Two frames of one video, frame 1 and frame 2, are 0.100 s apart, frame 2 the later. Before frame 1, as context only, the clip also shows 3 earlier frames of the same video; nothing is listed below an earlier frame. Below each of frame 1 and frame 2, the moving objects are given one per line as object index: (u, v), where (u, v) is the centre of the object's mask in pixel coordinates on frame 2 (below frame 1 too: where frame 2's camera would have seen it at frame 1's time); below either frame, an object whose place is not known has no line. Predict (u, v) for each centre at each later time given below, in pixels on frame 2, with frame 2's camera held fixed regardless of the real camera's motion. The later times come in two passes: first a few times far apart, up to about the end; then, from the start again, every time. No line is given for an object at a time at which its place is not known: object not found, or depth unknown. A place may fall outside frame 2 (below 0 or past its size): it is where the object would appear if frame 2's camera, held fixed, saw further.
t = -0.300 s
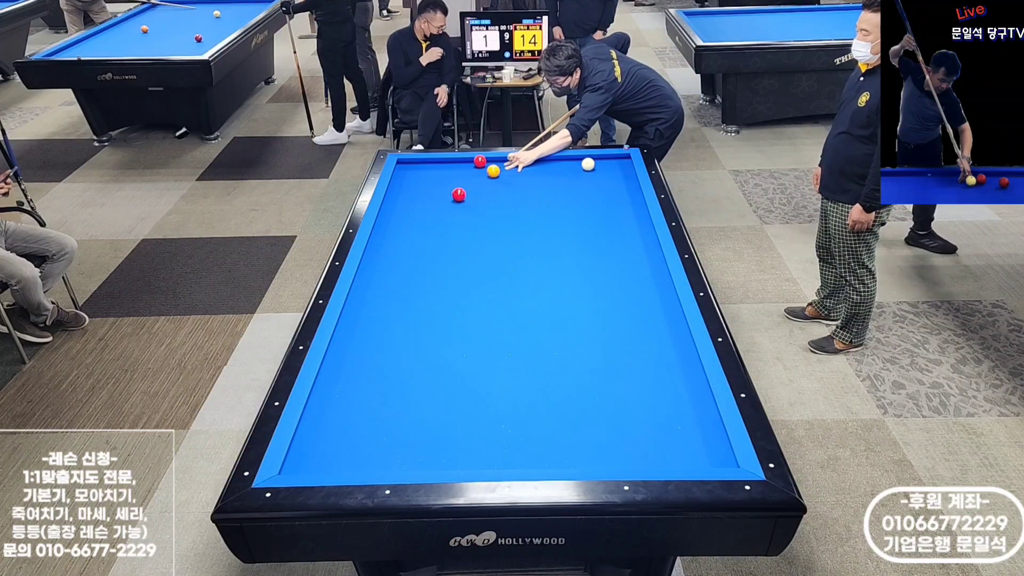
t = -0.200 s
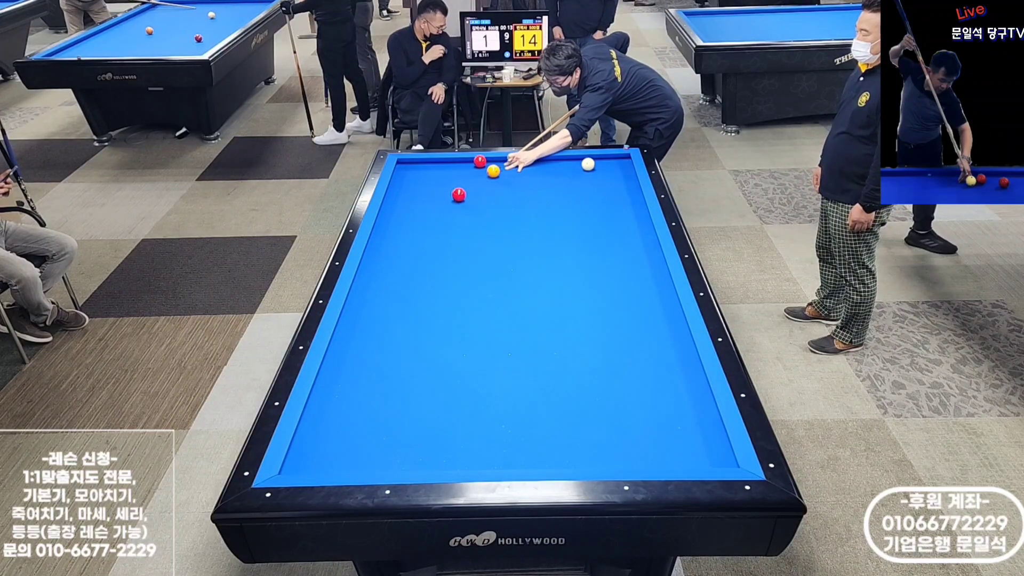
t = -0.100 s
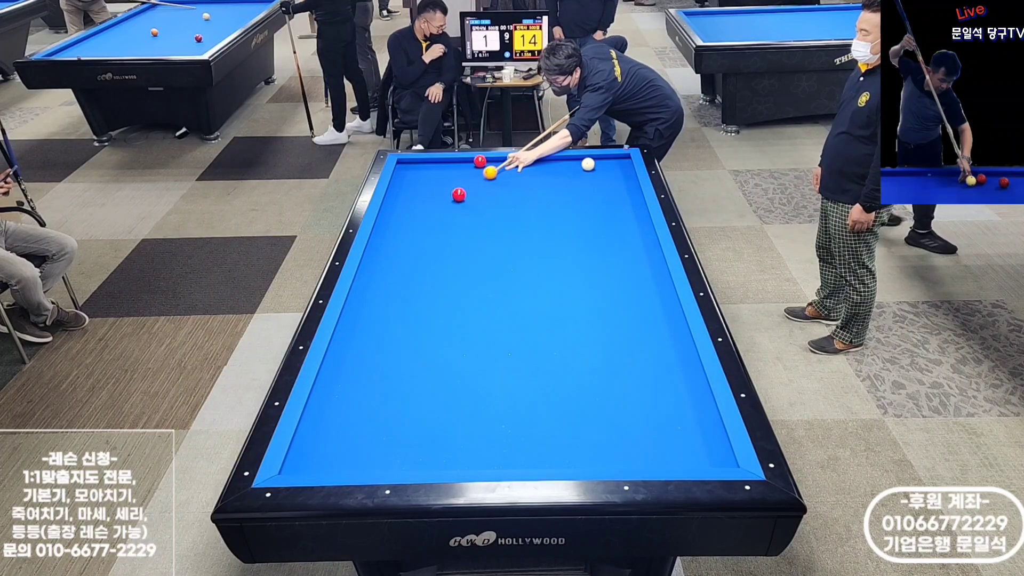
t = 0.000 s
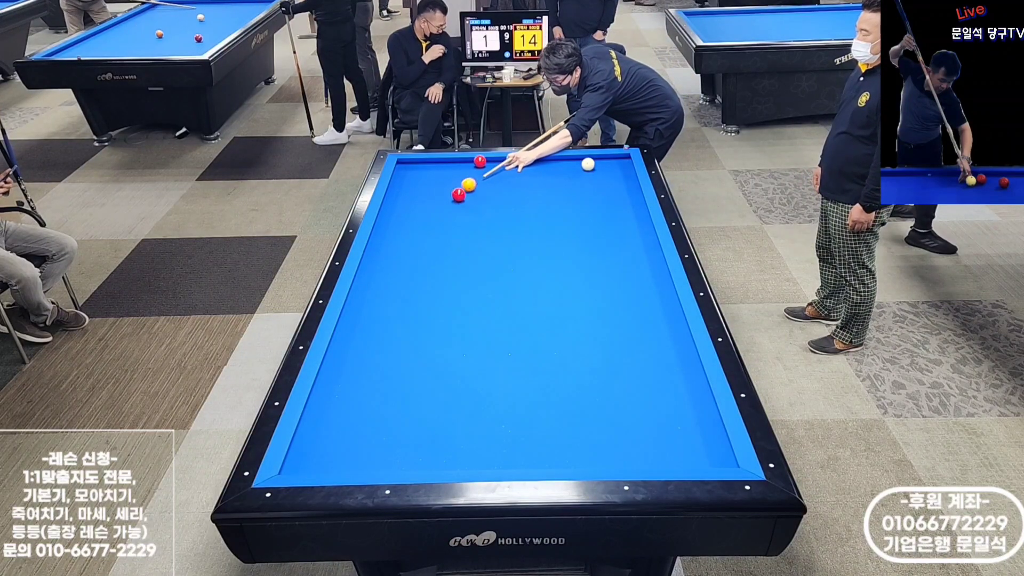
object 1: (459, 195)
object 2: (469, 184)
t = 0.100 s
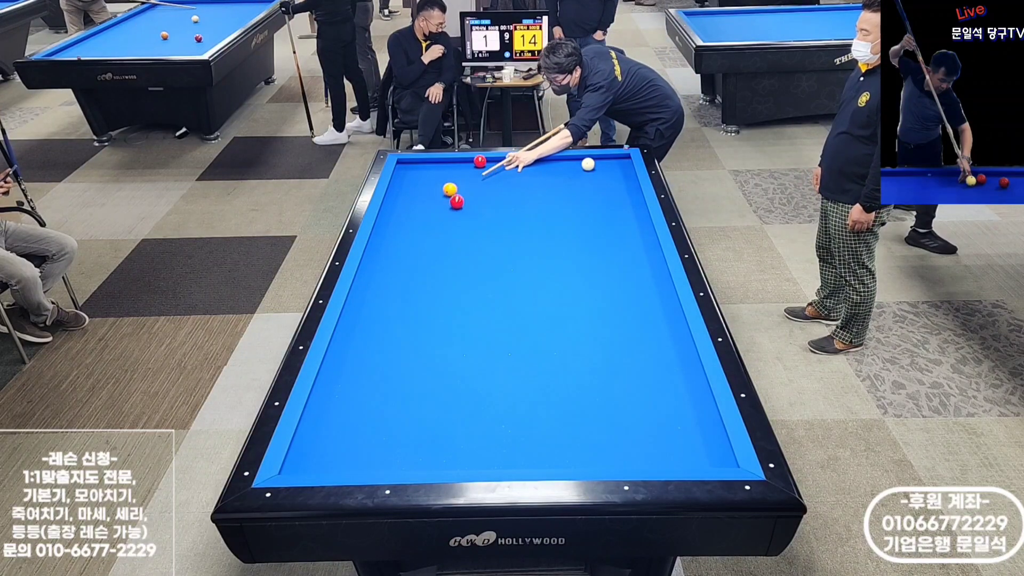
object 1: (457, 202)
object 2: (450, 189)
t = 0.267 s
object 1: (451, 221)
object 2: (428, 189)
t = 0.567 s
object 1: (441, 252)
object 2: (395, 188)
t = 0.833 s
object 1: (432, 285)
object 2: (411, 184)
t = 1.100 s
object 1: (420, 322)
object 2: (427, 180)
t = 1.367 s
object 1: (407, 366)
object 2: (442, 176)
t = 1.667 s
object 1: (389, 424)
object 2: (458, 172)
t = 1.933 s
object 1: (377, 453)
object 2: (470, 169)
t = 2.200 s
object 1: (381, 417)
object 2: (483, 166)
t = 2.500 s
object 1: (384, 385)
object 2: (496, 163)
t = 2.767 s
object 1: (386, 361)
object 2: (506, 161)
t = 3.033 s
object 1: (388, 339)
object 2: (516, 160)
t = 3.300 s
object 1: (390, 319)
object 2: (524, 161)
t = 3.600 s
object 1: (391, 299)
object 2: (533, 161)
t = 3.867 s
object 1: (392, 284)
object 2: (540, 162)
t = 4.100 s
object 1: (393, 271)
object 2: (546, 163)
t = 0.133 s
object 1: (455, 206)
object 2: (445, 190)
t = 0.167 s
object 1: (454, 210)
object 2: (440, 190)
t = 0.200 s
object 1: (453, 213)
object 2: (436, 190)
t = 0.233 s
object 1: (452, 217)
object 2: (432, 189)
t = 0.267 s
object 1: (451, 221)
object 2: (428, 189)
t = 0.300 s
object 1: (450, 224)
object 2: (424, 189)
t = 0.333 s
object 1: (449, 227)
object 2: (421, 189)
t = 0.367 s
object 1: (448, 231)
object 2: (417, 189)
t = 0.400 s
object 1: (447, 234)
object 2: (413, 189)
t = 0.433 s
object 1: (446, 238)
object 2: (409, 189)
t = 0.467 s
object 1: (445, 241)
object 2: (406, 189)
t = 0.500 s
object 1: (444, 245)
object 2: (402, 189)
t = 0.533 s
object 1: (443, 249)
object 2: (399, 189)
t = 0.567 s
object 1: (441, 252)
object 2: (395, 188)
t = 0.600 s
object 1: (440, 256)
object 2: (395, 188)
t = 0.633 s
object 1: (439, 260)
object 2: (398, 187)
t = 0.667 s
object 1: (438, 264)
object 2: (401, 187)
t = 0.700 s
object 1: (437, 268)
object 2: (403, 186)
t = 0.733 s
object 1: (435, 272)
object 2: (405, 186)
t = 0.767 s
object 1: (434, 276)
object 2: (407, 185)
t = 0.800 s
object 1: (433, 281)
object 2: (410, 185)
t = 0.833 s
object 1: (432, 285)
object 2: (411, 184)
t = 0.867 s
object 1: (430, 289)
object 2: (414, 184)
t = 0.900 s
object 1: (429, 294)
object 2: (416, 183)
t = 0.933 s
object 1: (428, 298)
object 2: (418, 183)
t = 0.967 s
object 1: (426, 303)
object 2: (419, 182)
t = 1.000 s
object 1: (425, 308)
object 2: (421, 182)
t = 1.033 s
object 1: (423, 312)
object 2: (423, 181)
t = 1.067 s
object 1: (422, 317)
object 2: (425, 181)
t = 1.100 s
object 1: (420, 322)
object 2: (427, 180)
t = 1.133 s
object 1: (419, 327)
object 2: (429, 180)
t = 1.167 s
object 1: (417, 332)
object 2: (431, 179)
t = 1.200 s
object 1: (416, 338)
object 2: (433, 179)
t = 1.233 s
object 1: (414, 343)
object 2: (435, 178)
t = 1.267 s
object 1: (412, 349)
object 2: (437, 178)
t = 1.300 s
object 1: (411, 354)
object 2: (438, 177)
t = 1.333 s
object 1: (409, 360)
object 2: (440, 177)
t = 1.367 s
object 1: (407, 366)
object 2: (442, 176)
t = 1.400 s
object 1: (405, 372)
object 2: (444, 176)
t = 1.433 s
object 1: (403, 378)
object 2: (445, 175)
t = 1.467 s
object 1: (401, 384)
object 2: (447, 175)
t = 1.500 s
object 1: (399, 390)
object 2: (449, 174)
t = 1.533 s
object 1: (397, 397)
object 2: (451, 174)
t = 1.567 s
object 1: (395, 403)
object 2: (452, 174)
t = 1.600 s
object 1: (393, 410)
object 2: (454, 173)
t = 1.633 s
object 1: (391, 417)
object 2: (456, 173)
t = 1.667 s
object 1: (389, 424)
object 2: (458, 172)
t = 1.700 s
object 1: (387, 432)
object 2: (459, 172)
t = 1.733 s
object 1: (384, 439)
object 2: (461, 171)
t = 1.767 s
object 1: (382, 447)
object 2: (462, 171)
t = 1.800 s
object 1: (379, 454)
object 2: (464, 171)
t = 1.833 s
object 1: (377, 461)
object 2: (466, 170)
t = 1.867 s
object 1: (375, 463)
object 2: (467, 170)
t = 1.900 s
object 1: (376, 459)
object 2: (469, 170)
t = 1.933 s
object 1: (377, 453)
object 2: (470, 169)
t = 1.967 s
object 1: (378, 447)
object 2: (472, 169)
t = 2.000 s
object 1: (379, 442)
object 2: (473, 169)
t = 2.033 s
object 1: (379, 437)
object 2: (475, 168)
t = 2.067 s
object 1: (380, 433)
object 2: (476, 168)
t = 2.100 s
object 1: (380, 429)
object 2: (478, 168)
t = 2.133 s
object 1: (380, 425)
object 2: (480, 167)
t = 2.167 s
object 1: (381, 421)
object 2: (481, 167)
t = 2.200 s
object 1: (381, 417)
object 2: (483, 166)
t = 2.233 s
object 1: (381, 413)
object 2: (484, 166)
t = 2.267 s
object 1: (382, 410)
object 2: (486, 165)
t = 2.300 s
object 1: (382, 406)
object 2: (487, 165)
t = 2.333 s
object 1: (382, 402)
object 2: (489, 165)
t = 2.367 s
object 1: (383, 399)
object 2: (490, 164)
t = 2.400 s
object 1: (383, 396)
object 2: (492, 164)
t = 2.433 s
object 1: (384, 392)
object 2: (493, 164)
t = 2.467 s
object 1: (384, 389)
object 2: (494, 163)
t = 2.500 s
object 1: (384, 385)
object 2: (496, 163)
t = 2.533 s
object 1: (384, 382)
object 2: (497, 163)
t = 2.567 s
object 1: (385, 379)
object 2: (499, 162)
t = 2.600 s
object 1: (385, 376)
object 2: (500, 162)
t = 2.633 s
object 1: (385, 373)
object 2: (501, 162)
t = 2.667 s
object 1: (385, 370)
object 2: (503, 162)
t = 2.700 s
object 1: (386, 367)
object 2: (504, 161)
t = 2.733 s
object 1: (386, 364)
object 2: (505, 161)
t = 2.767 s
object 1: (386, 361)
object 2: (506, 161)
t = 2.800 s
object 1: (386, 358)
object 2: (508, 160)
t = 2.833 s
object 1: (387, 355)
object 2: (509, 160)
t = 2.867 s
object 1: (387, 352)
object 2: (511, 160)
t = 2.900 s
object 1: (387, 349)
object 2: (512, 160)
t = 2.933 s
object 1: (387, 347)
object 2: (513, 159)
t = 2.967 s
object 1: (388, 344)
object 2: (514, 159)
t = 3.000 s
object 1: (388, 341)
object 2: (515, 160)
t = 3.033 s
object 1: (388, 339)
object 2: (516, 160)
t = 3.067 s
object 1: (389, 336)
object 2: (517, 160)
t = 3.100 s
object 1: (389, 334)
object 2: (518, 160)
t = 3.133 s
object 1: (389, 331)
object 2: (519, 160)
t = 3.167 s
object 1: (389, 329)
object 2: (520, 160)
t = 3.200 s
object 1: (389, 326)
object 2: (521, 160)
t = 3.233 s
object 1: (389, 324)
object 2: (522, 160)
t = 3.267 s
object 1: (390, 322)
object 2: (523, 160)
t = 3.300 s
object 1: (390, 319)
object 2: (524, 161)
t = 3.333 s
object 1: (390, 317)
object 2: (525, 161)
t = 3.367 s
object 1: (390, 315)
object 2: (526, 161)
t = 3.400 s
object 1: (390, 312)
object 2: (527, 161)
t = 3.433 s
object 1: (390, 310)
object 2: (528, 161)
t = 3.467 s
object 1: (390, 308)
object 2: (529, 161)
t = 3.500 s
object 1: (391, 306)
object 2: (530, 161)
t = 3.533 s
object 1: (391, 304)
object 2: (531, 161)
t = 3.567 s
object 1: (391, 301)
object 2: (532, 161)
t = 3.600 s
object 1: (391, 299)
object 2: (533, 161)
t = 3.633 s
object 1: (391, 298)
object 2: (534, 162)
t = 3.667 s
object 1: (391, 295)
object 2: (535, 162)
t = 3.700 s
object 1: (391, 293)
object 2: (536, 162)
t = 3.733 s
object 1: (391, 291)
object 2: (536, 162)
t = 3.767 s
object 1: (392, 289)
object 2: (537, 162)
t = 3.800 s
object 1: (392, 287)
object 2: (538, 162)
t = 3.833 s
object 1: (392, 286)
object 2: (539, 162)
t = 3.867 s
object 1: (392, 284)
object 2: (540, 162)
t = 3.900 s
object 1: (392, 282)
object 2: (541, 162)
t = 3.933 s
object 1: (392, 280)
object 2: (542, 163)
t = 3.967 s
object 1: (392, 278)
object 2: (542, 163)
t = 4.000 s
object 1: (393, 276)
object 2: (543, 163)
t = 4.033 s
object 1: (393, 275)
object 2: (544, 163)
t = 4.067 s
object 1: (393, 273)
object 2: (545, 163)
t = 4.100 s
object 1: (393, 271)
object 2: (546, 163)
